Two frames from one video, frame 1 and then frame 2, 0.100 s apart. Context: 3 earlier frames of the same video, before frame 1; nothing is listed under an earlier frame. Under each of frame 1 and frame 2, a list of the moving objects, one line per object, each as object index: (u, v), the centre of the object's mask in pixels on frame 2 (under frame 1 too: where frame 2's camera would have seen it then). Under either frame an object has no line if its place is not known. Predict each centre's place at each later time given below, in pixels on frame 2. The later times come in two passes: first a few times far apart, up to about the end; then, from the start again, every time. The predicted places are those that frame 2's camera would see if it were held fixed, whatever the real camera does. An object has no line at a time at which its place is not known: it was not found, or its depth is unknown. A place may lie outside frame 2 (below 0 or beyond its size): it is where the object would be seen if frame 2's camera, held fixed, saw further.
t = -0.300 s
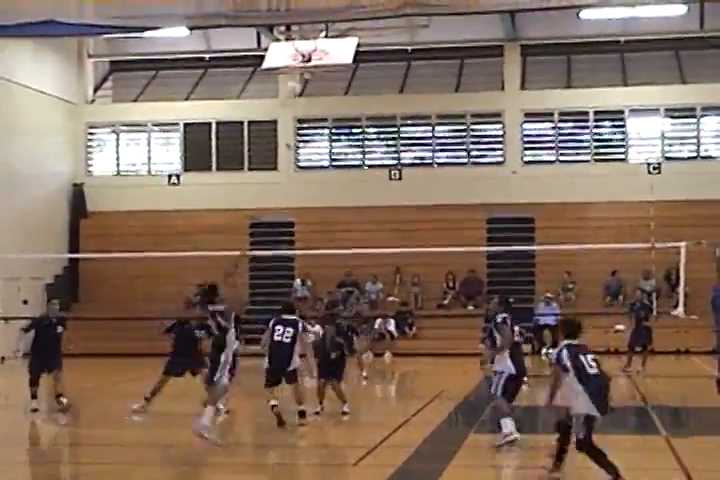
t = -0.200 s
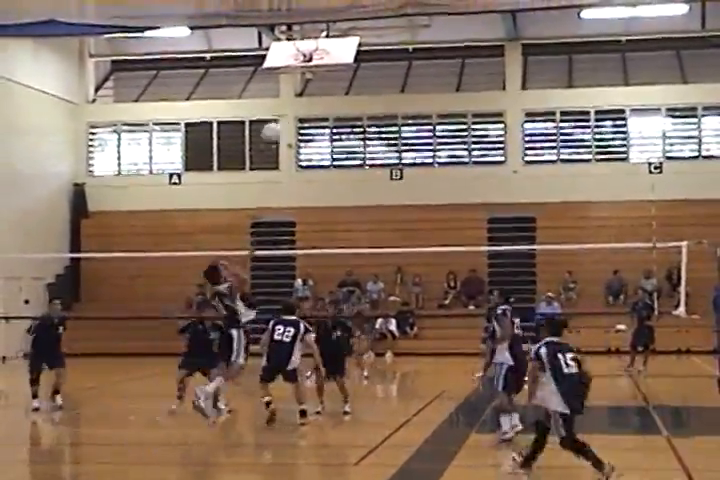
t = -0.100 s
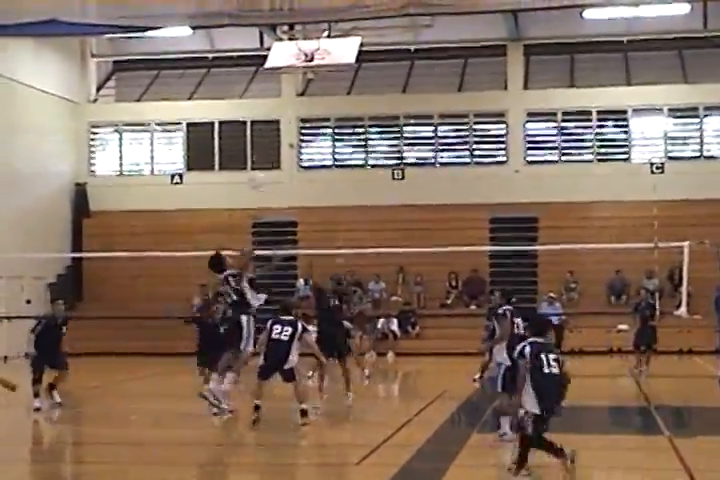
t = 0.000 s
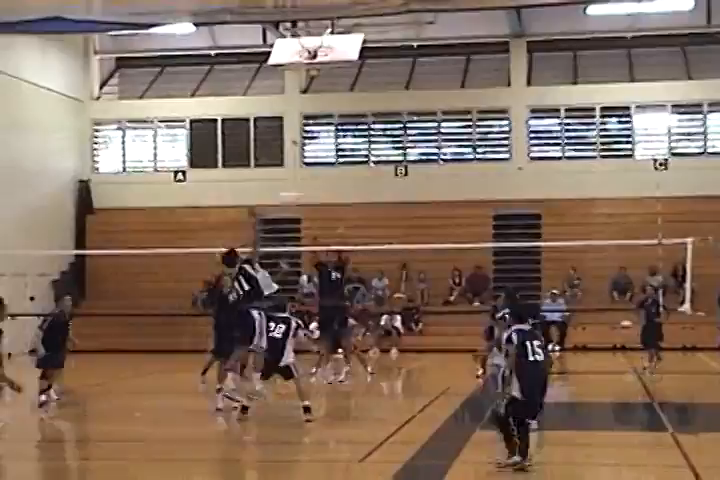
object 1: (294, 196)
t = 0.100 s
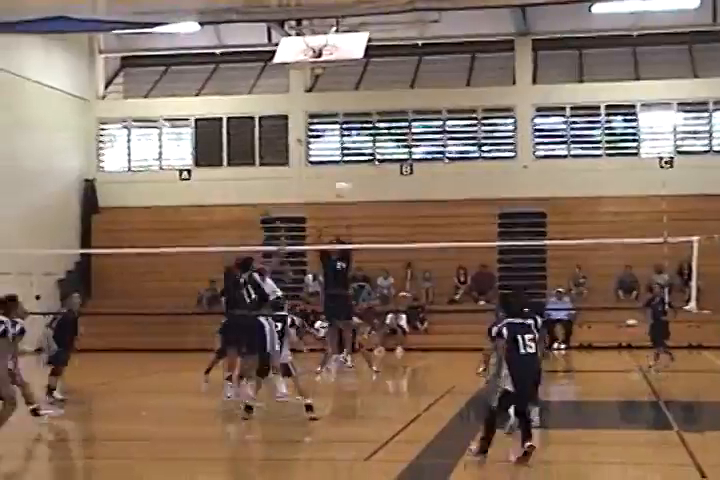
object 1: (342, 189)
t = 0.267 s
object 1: (417, 196)
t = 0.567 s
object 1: (513, 250)
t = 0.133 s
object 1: (357, 187)
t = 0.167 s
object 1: (374, 187)
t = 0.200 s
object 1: (388, 189)
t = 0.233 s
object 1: (402, 189)
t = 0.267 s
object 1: (417, 196)
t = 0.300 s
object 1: (427, 199)
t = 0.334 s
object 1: (439, 203)
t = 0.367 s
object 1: (451, 207)
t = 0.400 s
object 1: (462, 213)
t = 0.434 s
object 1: (473, 219)
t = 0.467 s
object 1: (484, 226)
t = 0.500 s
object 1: (493, 233)
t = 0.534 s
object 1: (504, 242)
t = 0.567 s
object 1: (513, 250)
